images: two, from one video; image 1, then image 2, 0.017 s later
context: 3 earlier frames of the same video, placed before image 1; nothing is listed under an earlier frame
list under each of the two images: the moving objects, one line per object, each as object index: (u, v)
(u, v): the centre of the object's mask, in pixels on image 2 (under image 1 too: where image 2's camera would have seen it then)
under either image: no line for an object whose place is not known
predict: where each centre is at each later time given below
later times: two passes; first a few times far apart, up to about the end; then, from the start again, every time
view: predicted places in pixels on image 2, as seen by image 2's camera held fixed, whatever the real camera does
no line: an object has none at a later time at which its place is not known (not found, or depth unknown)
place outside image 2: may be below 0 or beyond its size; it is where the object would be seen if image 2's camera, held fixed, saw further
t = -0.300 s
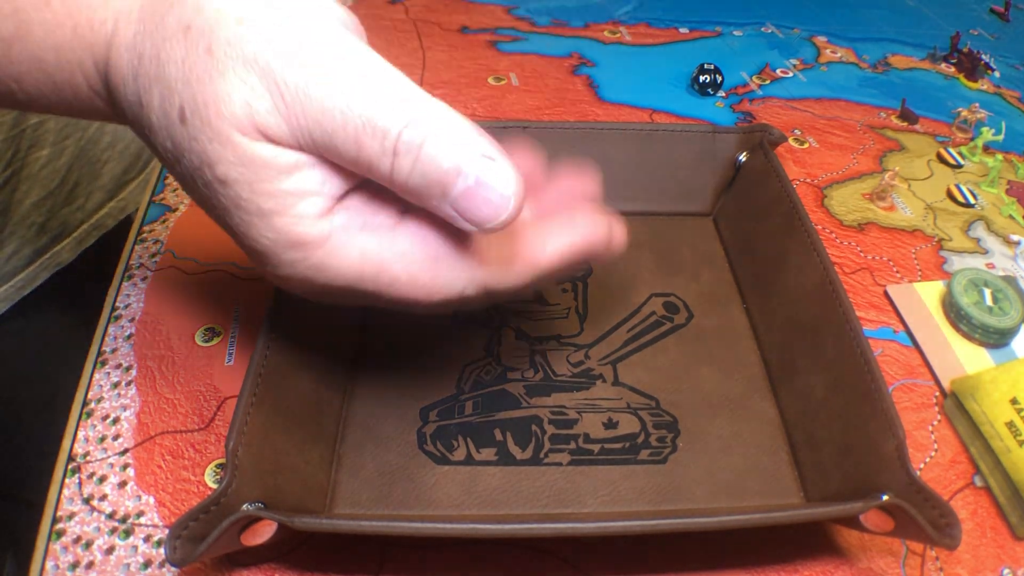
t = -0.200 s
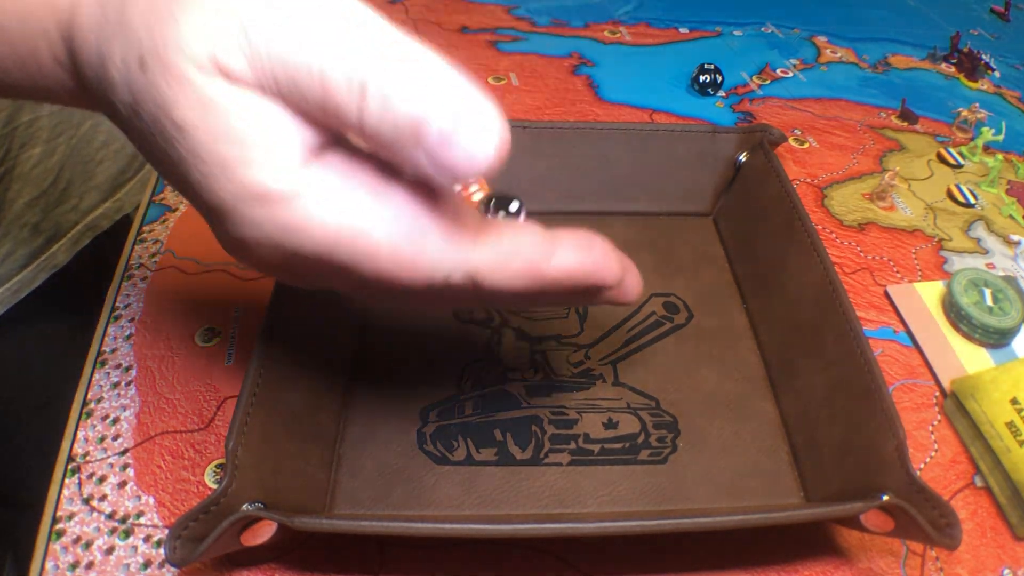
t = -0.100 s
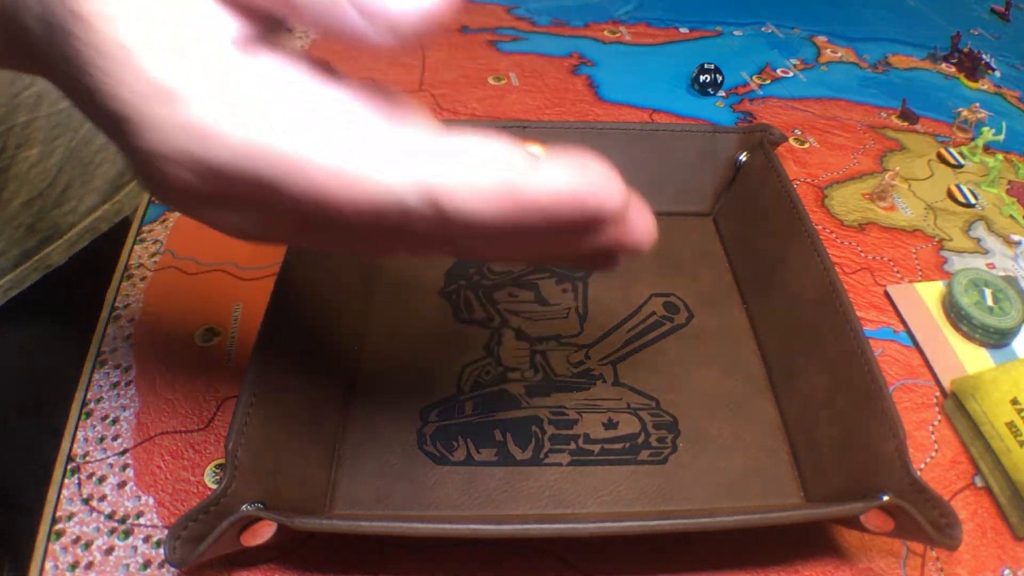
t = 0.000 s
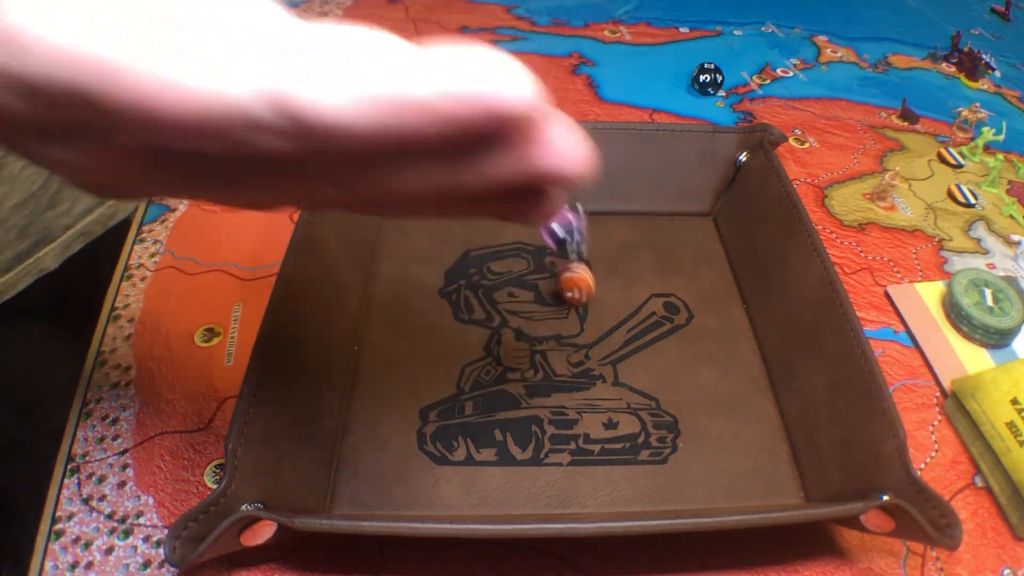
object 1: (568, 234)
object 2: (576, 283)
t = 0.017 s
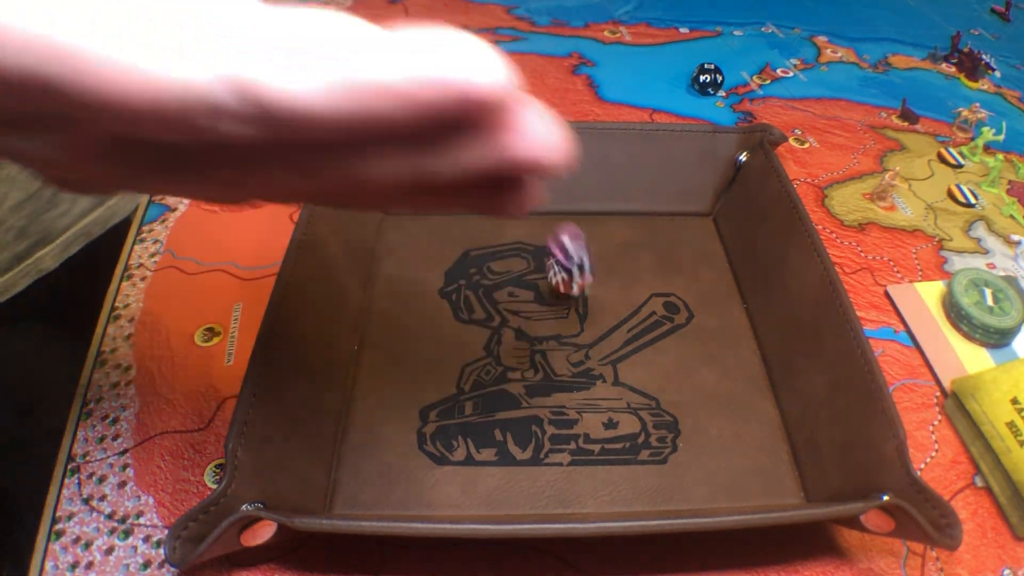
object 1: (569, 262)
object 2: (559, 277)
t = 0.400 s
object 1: (747, 482)
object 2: (466, 232)
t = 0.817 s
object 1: (749, 481)
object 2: (466, 232)
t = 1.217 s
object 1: (748, 481)
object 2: (466, 232)
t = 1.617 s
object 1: (751, 482)
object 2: (466, 232)
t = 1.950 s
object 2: (468, 232)
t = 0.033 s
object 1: (577, 296)
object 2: (555, 272)
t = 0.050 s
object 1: (581, 331)
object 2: (550, 276)
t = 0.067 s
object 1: (601, 340)
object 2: (542, 278)
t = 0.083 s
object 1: (622, 346)
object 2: (535, 270)
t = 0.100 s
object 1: (646, 356)
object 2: (528, 265)
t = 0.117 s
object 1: (666, 367)
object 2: (521, 263)
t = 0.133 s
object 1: (694, 377)
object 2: (514, 263)
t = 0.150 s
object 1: (719, 394)
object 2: (510, 259)
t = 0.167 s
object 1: (744, 406)
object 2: (507, 257)
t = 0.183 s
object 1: (762, 410)
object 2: (504, 253)
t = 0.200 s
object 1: (782, 416)
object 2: (501, 250)
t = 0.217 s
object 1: (793, 428)
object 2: (497, 248)
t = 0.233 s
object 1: (789, 433)
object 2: (493, 246)
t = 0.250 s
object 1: (781, 442)
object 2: (488, 244)
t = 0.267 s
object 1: (773, 454)
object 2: (484, 242)
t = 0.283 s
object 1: (768, 459)
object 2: (478, 239)
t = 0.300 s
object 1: (761, 466)
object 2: (473, 239)
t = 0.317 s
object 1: (757, 471)
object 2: (469, 237)
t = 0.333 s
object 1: (756, 478)
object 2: (467, 234)
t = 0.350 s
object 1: (755, 482)
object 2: (467, 232)
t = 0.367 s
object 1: (752, 482)
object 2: (466, 232)
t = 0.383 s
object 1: (749, 481)
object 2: (466, 232)
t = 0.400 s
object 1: (747, 482)
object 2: (466, 232)
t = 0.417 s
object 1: (745, 482)
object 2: (466, 232)
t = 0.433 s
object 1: (744, 482)
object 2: (466, 232)
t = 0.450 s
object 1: (743, 482)
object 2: (466, 232)
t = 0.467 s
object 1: (742, 482)
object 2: (466, 232)
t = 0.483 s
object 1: (742, 482)
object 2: (466, 232)
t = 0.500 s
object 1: (742, 482)
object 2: (466, 232)
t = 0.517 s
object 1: (742, 482)
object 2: (466, 232)
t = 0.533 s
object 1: (743, 482)
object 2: (466, 232)
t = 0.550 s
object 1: (744, 482)
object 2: (466, 232)
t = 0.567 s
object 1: (745, 482)
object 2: (466, 232)
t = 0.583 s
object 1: (747, 482)
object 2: (466, 232)
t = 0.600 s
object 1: (750, 482)
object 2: (466, 232)
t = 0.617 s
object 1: (752, 482)
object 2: (466, 232)
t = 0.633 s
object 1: (754, 482)
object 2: (466, 232)
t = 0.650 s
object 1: (755, 481)
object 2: (466, 232)
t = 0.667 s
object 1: (757, 481)
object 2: (466, 232)
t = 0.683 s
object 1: (758, 481)
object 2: (466, 232)
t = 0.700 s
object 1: (758, 481)
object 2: (466, 232)
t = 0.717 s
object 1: (758, 481)
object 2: (466, 232)
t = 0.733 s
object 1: (757, 481)
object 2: (466, 232)
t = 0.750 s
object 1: (755, 481)
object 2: (466, 232)
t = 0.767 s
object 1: (754, 482)
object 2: (466, 232)
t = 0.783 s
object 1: (753, 482)
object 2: (466, 232)
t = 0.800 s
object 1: (751, 482)
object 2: (466, 232)
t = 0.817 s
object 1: (749, 481)
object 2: (466, 232)
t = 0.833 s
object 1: (747, 481)
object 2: (466, 232)
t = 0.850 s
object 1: (746, 481)
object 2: (466, 232)
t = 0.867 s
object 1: (746, 482)
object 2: (466, 232)
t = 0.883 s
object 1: (746, 482)
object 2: (466, 232)
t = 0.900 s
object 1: (746, 482)
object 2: (466, 232)
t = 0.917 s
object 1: (747, 482)
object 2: (466, 232)
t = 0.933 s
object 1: (748, 481)
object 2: (466, 232)
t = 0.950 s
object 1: (750, 481)
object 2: (466, 232)
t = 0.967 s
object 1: (751, 482)
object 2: (466, 232)
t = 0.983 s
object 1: (753, 481)
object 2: (466, 232)
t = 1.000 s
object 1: (754, 481)
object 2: (466, 232)
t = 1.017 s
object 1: (754, 481)
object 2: (466, 232)
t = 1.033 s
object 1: (755, 481)
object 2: (466, 232)
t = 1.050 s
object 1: (754, 481)
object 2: (466, 232)
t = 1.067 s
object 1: (754, 481)
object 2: (466, 232)
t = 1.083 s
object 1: (754, 481)
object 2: (466, 232)
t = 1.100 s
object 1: (753, 482)
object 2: (466, 232)
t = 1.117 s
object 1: (752, 482)
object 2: (466, 232)
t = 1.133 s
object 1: (751, 481)
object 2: (466, 232)
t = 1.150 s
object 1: (750, 482)
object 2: (466, 232)
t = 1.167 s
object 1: (749, 481)
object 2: (466, 232)
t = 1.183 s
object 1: (749, 481)
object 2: (466, 232)
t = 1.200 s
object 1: (748, 481)
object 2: (466, 232)
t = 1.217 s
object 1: (748, 481)
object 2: (466, 232)
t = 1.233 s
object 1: (749, 481)
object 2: (466, 232)
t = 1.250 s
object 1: (749, 482)
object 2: (466, 232)
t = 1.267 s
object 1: (750, 481)
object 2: (466, 232)
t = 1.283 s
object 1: (750, 482)
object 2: (466, 232)
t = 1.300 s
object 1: (751, 482)
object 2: (466, 232)
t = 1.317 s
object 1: (751, 482)
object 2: (466, 232)
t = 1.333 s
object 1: (752, 482)
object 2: (466, 232)
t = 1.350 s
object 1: (752, 481)
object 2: (466, 232)
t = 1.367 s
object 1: (752, 482)
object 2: (466, 232)
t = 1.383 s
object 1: (751, 481)
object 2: (466, 232)
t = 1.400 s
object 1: (752, 482)
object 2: (466, 232)
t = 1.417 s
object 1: (751, 482)
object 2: (466, 232)
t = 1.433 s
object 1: (751, 482)
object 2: (466, 232)
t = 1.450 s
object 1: (751, 482)
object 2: (466, 232)
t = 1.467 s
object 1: (751, 482)
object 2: (466, 232)
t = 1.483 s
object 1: (751, 482)
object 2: (466, 232)
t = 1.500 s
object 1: (751, 482)
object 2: (466, 232)
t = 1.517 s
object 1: (751, 482)
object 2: (466, 232)
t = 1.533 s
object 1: (751, 482)
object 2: (466, 232)
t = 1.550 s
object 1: (751, 481)
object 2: (466, 232)
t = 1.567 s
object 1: (751, 482)
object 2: (466, 232)
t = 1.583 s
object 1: (751, 482)
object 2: (466, 232)
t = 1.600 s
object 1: (751, 482)
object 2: (466, 232)
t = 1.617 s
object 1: (751, 482)
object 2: (466, 232)
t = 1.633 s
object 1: (751, 482)
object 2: (466, 232)
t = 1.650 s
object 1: (751, 482)
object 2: (466, 232)
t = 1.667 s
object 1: (751, 482)
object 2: (466, 232)
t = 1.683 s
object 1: (751, 482)
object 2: (466, 232)
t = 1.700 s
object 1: (751, 482)
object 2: (466, 232)
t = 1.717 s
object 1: (751, 482)
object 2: (466, 232)
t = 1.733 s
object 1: (751, 482)
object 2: (466, 232)
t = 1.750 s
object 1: (751, 482)
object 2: (466, 232)
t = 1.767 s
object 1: (751, 482)
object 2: (466, 232)
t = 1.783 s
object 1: (751, 481)
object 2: (466, 232)
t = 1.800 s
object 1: (751, 482)
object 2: (466, 232)
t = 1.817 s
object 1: (751, 482)
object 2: (466, 232)
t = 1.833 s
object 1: (751, 482)
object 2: (466, 232)
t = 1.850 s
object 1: (751, 482)
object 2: (466, 232)
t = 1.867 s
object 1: (751, 481)
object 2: (466, 232)
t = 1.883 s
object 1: (751, 482)
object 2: (466, 232)
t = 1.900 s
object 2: (466, 232)
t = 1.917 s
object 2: (466, 232)
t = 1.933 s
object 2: (466, 232)
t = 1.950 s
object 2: (468, 232)
